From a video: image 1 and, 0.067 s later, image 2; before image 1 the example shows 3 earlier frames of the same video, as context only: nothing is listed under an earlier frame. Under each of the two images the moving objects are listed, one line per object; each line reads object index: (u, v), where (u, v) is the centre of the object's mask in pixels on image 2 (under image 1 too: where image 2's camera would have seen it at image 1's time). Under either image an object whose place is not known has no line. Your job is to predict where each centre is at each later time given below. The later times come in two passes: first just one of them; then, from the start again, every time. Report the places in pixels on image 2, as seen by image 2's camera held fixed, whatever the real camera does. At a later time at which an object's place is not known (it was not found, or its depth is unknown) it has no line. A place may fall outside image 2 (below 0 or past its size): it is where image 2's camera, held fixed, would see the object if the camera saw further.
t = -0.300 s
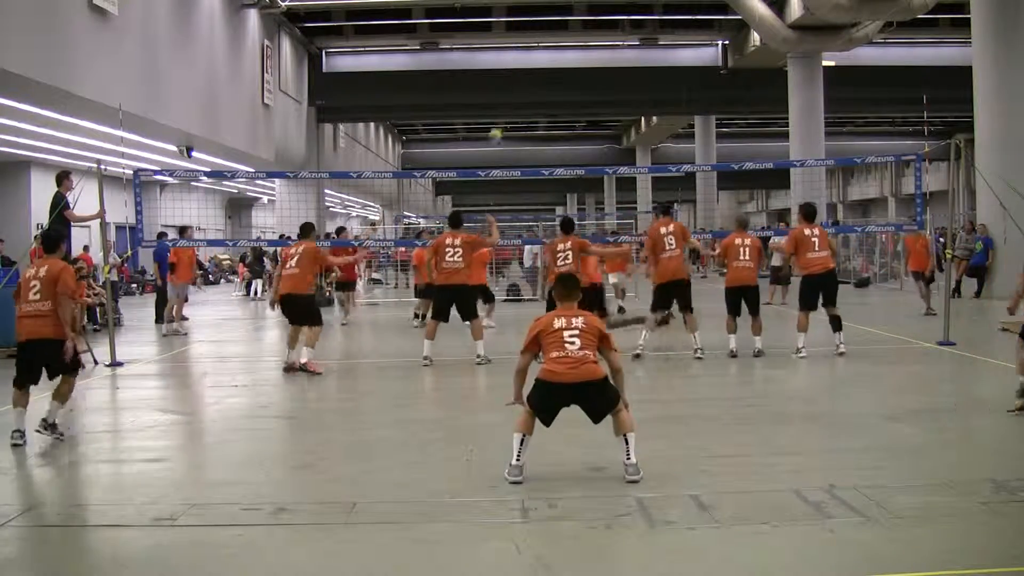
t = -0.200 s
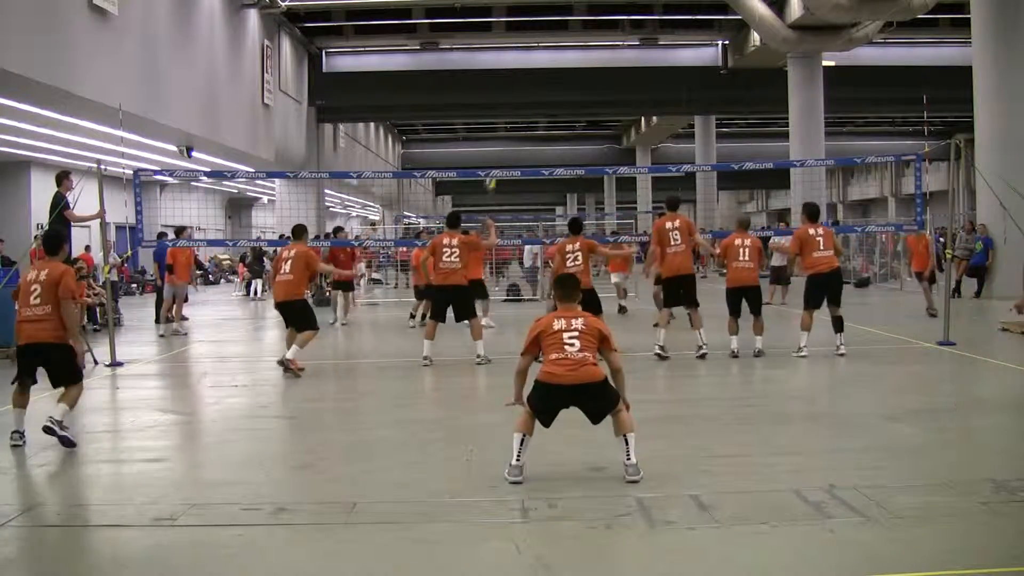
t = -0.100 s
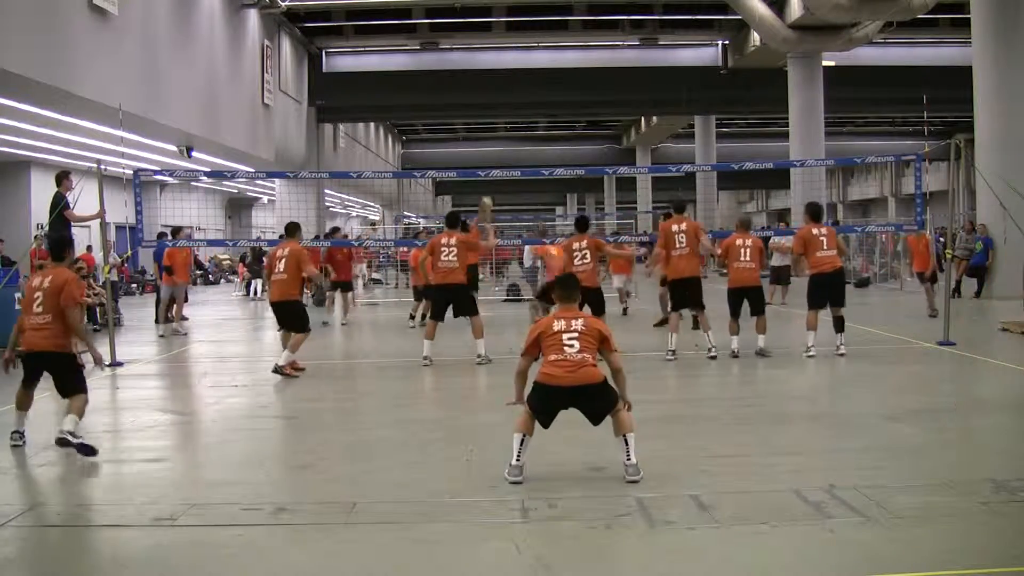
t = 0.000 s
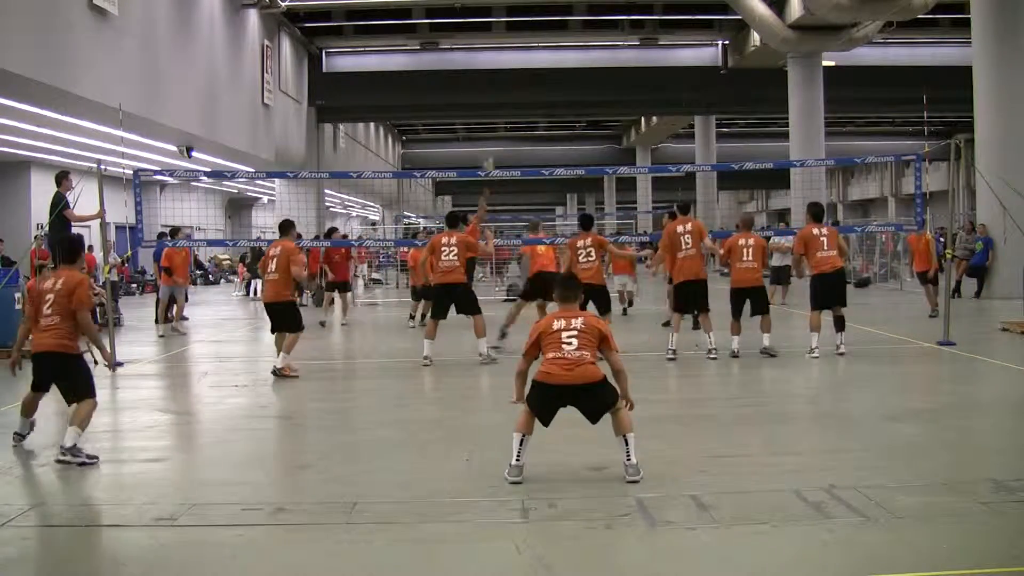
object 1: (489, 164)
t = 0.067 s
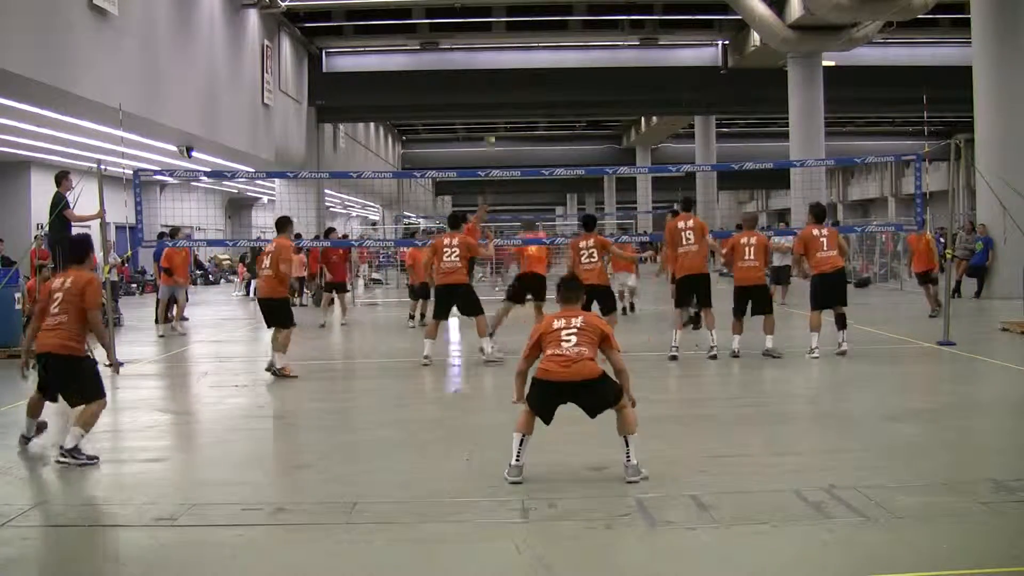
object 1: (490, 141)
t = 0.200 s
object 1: (492, 105)
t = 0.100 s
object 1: (491, 131)
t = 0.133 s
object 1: (491, 123)
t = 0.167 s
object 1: (491, 113)
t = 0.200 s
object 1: (492, 105)
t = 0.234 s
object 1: (493, 97)
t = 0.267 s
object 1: (494, 91)
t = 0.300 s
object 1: (495, 85)
